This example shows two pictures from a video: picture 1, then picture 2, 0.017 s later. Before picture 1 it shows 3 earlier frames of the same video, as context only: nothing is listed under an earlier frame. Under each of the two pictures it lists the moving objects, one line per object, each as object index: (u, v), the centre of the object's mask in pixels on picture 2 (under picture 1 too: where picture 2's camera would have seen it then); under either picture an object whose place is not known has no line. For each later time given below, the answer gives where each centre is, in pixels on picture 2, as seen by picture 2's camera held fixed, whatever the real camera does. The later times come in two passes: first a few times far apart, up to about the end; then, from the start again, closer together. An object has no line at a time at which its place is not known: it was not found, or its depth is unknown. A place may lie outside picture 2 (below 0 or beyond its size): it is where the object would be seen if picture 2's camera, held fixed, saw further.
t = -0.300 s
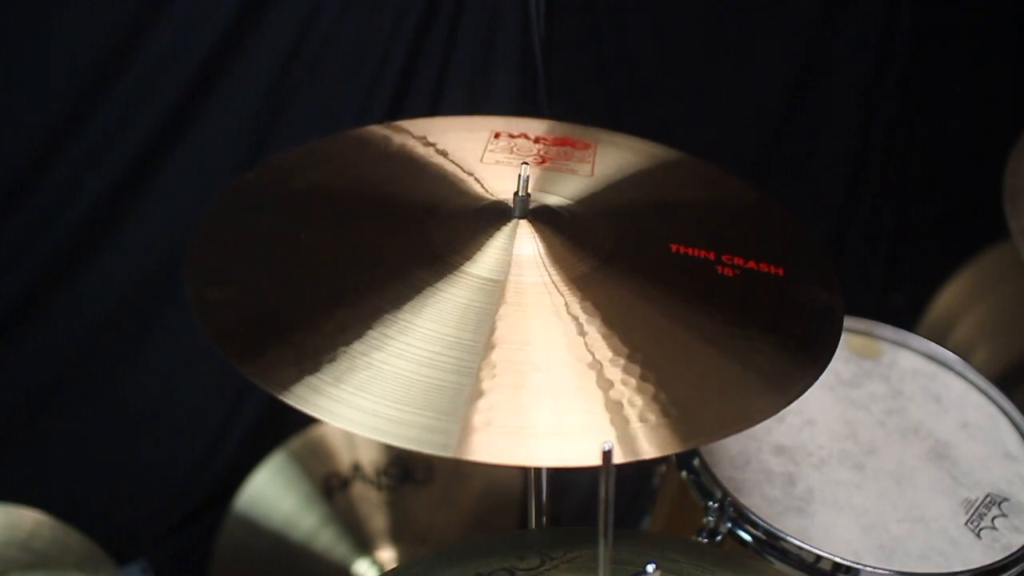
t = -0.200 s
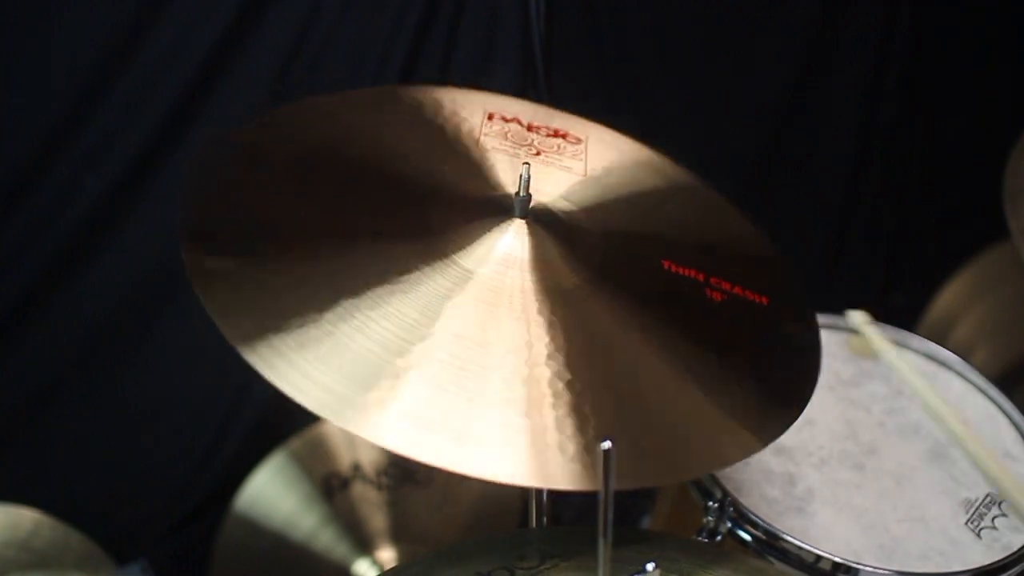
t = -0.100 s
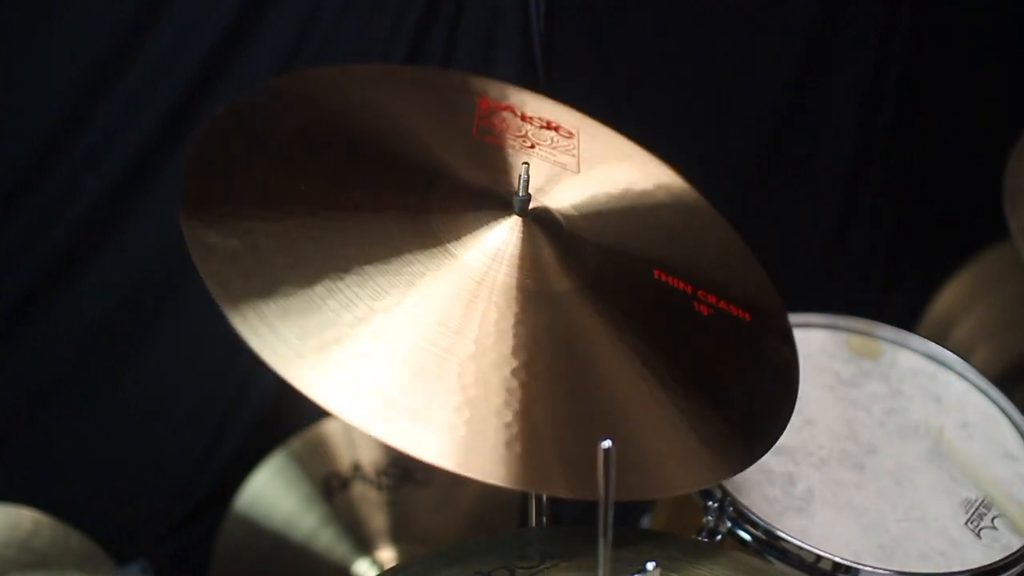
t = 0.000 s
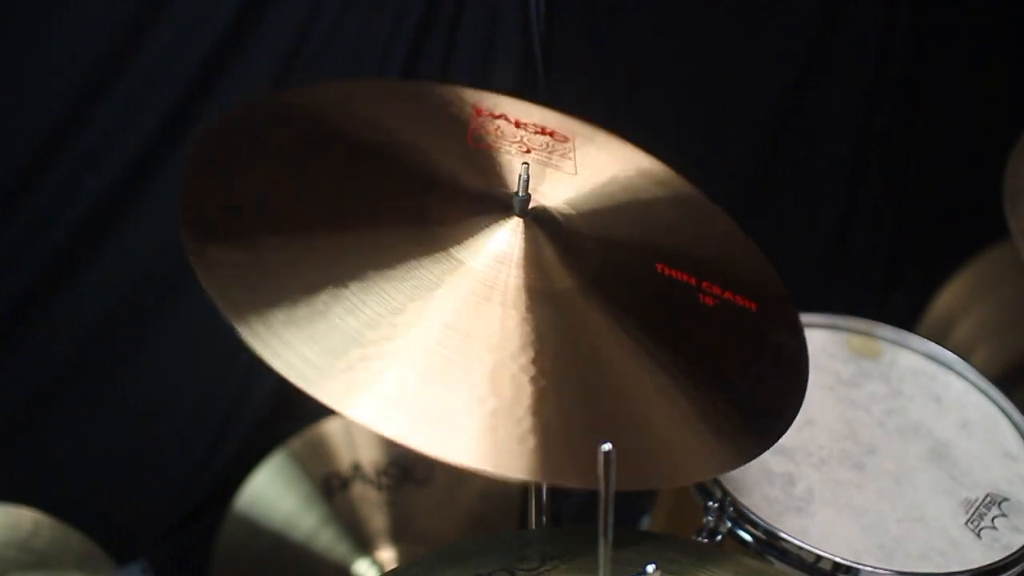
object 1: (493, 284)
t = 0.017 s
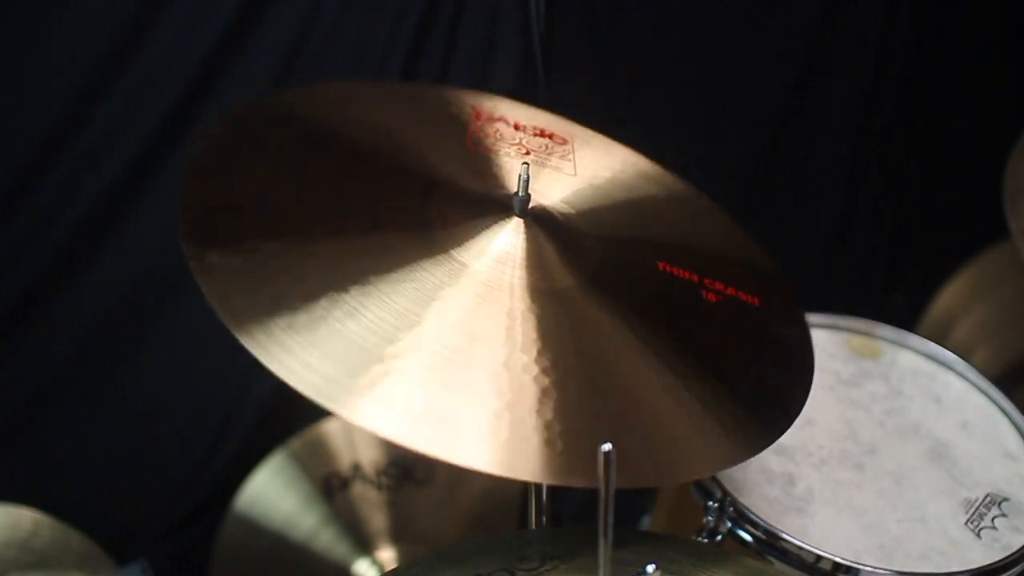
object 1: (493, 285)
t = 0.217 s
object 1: (528, 288)
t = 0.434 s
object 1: (527, 289)
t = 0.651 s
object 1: (501, 288)
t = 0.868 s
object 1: (510, 290)
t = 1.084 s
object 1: (523, 290)
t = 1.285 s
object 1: (513, 290)
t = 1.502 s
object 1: (508, 290)
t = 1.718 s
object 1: (517, 291)
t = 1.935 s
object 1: (512, 291)
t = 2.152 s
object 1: (514, 291)
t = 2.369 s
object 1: (515, 292)
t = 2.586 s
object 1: (513, 291)
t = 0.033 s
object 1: (495, 286)
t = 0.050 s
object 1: (500, 288)
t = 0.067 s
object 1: (500, 289)
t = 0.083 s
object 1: (505, 290)
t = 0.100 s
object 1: (508, 291)
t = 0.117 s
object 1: (509, 291)
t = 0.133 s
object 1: (516, 291)
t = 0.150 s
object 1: (519, 291)
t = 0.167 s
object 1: (520, 291)
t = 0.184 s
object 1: (526, 290)
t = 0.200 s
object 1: (523, 289)
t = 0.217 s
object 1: (528, 288)
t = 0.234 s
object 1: (533, 288)
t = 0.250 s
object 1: (530, 287)
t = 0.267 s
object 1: (534, 287)
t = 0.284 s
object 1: (535, 286)
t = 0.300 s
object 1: (534, 286)
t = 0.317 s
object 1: (537, 285)
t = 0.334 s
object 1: (536, 286)
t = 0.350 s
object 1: (534, 286)
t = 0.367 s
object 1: (537, 286)
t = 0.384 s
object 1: (533, 287)
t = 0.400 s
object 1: (534, 287)
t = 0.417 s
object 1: (533, 288)
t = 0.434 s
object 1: (527, 289)
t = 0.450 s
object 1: (530, 290)
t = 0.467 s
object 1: (527, 290)
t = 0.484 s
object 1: (522, 291)
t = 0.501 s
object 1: (523, 291)
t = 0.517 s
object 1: (517, 291)
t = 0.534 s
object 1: (514, 292)
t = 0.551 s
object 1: (514, 292)
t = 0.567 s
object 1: (509, 291)
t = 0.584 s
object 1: (509, 291)
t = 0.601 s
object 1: (507, 290)
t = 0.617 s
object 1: (504, 290)
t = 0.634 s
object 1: (503, 290)
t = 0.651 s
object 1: (501, 288)
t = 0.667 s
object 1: (500, 288)
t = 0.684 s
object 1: (501, 288)
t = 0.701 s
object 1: (499, 287)
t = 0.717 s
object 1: (500, 288)
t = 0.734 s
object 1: (500, 287)
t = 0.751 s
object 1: (499, 288)
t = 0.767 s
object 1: (501, 288)
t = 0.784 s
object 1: (502, 288)
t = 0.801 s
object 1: (502, 289)
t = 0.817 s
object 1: (504, 289)
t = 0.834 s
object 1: (505, 289)
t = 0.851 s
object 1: (507, 291)
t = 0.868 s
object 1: (510, 290)
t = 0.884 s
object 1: (512, 290)
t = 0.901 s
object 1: (513, 291)
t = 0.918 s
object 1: (515, 290)
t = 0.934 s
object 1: (516, 291)
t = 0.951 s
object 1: (518, 291)
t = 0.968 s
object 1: (521, 290)
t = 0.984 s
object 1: (521, 291)
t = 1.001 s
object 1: (523, 290)
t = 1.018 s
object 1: (523, 289)
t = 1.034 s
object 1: (522, 290)
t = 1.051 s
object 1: (523, 289)
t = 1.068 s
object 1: (523, 290)
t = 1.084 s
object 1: (523, 290)
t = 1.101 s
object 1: (524, 289)
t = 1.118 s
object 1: (523, 290)
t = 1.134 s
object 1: (523, 290)
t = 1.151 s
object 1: (525, 290)
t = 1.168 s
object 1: (522, 291)
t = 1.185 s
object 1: (522, 291)
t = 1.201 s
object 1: (520, 291)
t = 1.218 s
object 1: (517, 291)
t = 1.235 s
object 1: (517, 291)
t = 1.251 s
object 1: (516, 292)
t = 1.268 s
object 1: (514, 291)
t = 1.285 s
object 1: (513, 290)
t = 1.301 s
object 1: (511, 291)
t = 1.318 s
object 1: (510, 291)
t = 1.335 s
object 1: (510, 290)
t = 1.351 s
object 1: (507, 290)
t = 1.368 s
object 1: (508, 290)
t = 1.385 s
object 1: (508, 290)
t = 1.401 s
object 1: (507, 290)
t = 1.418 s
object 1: (508, 290)
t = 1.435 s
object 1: (508, 290)
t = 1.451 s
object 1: (508, 290)
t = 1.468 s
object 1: (508, 290)
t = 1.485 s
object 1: (508, 290)
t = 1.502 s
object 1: (508, 290)
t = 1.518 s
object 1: (511, 291)
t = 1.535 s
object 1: (510, 291)
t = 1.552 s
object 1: (512, 290)
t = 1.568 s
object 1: (514, 291)
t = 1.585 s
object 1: (513, 291)
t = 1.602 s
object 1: (515, 291)
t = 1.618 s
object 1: (515, 291)
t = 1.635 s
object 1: (516, 291)
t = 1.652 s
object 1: (519, 291)
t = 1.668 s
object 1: (517, 291)
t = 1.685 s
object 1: (517, 291)
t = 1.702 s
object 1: (518, 291)
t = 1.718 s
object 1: (517, 291)
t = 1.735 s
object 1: (518, 291)
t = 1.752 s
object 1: (517, 291)
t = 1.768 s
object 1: (517, 291)
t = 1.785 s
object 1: (518, 291)
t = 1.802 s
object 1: (517, 291)
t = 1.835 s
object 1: (517, 291)
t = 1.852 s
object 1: (515, 291)
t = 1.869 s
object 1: (515, 291)
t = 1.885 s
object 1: (515, 291)
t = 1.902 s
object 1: (513, 291)
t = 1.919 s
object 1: (514, 292)
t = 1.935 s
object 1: (512, 291)
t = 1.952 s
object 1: (511, 291)
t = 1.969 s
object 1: (512, 291)
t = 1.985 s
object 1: (512, 291)
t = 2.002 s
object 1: (512, 291)
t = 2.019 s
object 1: (513, 291)
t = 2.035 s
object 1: (511, 290)
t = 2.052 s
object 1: (512, 291)
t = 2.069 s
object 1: (512, 291)
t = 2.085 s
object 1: (512, 291)
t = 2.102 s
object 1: (513, 291)
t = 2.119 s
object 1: (513, 291)
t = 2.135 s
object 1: (513, 291)
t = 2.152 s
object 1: (514, 291)
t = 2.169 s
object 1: (514, 291)
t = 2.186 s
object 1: (514, 291)
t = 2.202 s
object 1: (515, 291)
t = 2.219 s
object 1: (514, 291)
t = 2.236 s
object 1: (515, 291)
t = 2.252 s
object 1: (515, 291)
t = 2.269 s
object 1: (515, 291)
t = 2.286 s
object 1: (515, 291)
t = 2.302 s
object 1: (515, 291)
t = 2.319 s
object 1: (514, 291)
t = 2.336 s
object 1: (515, 291)
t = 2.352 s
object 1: (515, 291)
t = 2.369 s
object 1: (515, 292)
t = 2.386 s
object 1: (515, 291)
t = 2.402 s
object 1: (514, 292)
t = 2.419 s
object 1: (514, 291)
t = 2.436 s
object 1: (514, 291)
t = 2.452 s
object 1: (514, 291)
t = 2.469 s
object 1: (514, 291)
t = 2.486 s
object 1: (514, 291)
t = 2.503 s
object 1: (513, 291)
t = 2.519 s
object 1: (514, 291)
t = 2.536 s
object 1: (514, 291)
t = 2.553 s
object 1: (514, 291)
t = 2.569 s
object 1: (514, 291)
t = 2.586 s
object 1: (513, 291)
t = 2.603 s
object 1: (513, 291)
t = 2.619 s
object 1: (514, 291)
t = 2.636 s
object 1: (514, 291)
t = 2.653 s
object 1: (514, 291)
